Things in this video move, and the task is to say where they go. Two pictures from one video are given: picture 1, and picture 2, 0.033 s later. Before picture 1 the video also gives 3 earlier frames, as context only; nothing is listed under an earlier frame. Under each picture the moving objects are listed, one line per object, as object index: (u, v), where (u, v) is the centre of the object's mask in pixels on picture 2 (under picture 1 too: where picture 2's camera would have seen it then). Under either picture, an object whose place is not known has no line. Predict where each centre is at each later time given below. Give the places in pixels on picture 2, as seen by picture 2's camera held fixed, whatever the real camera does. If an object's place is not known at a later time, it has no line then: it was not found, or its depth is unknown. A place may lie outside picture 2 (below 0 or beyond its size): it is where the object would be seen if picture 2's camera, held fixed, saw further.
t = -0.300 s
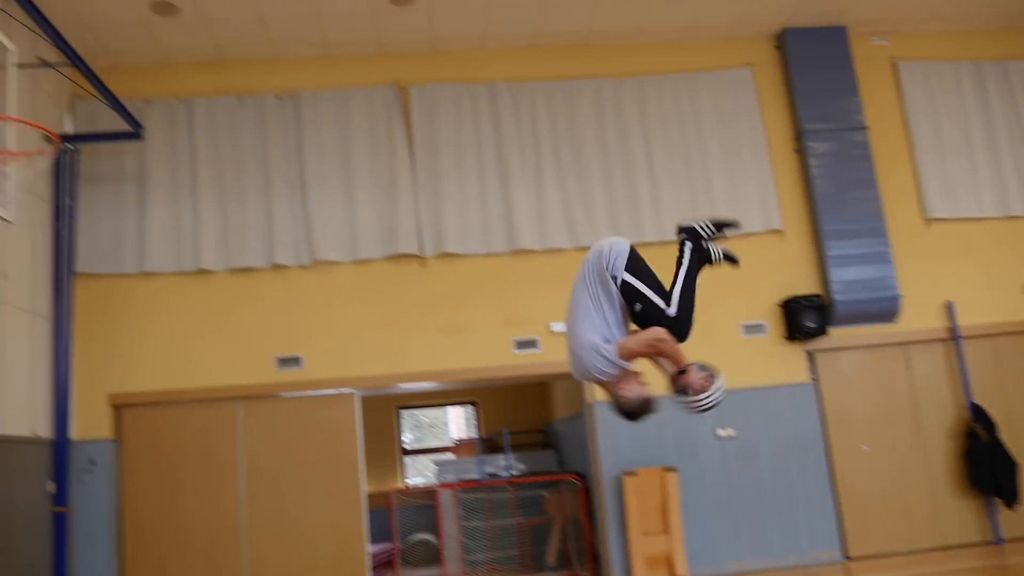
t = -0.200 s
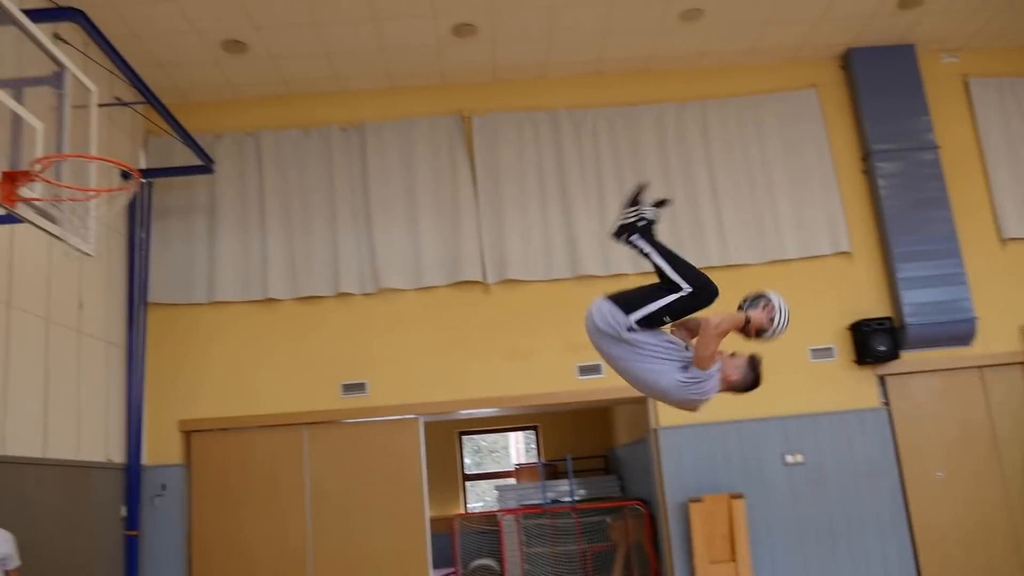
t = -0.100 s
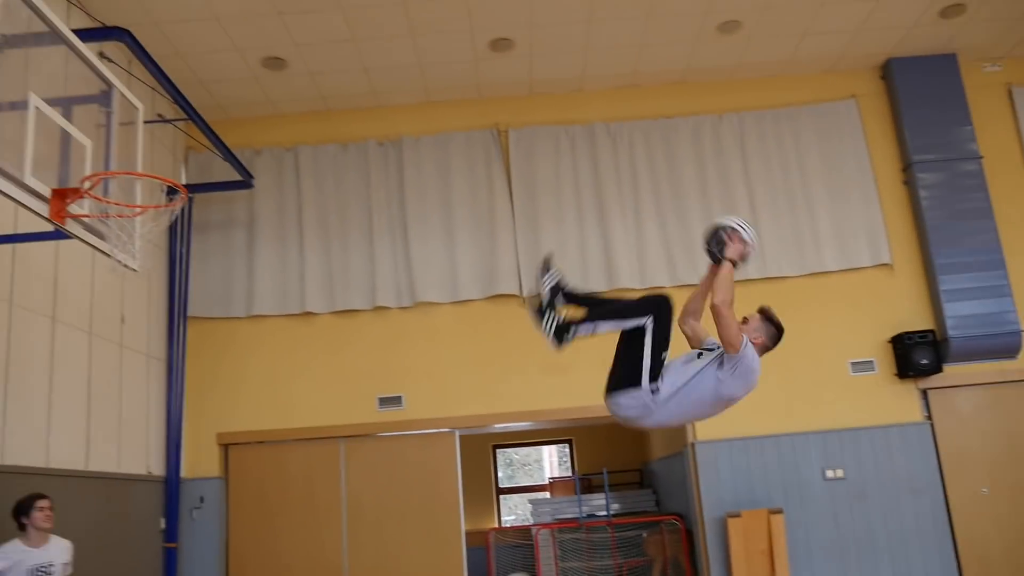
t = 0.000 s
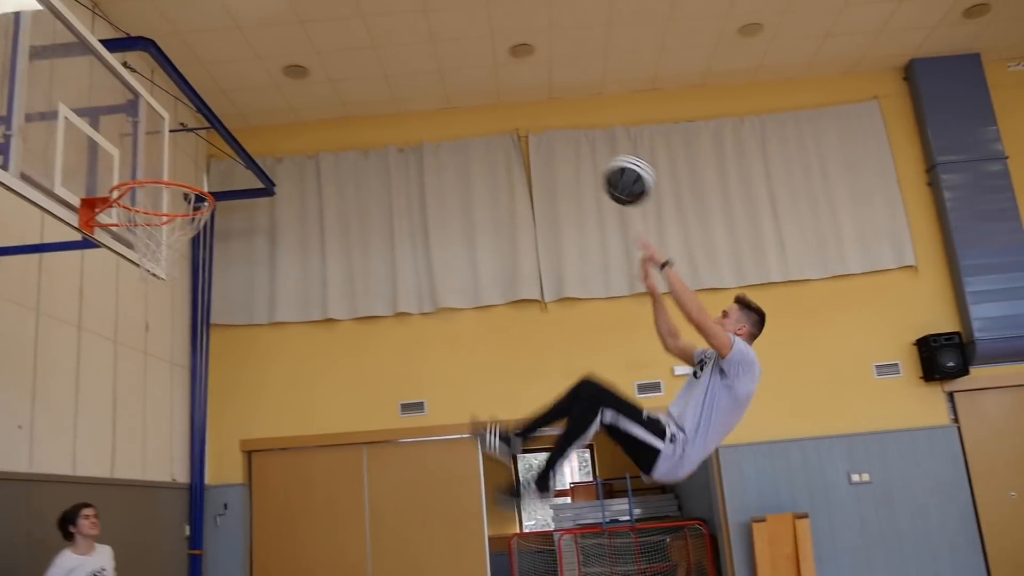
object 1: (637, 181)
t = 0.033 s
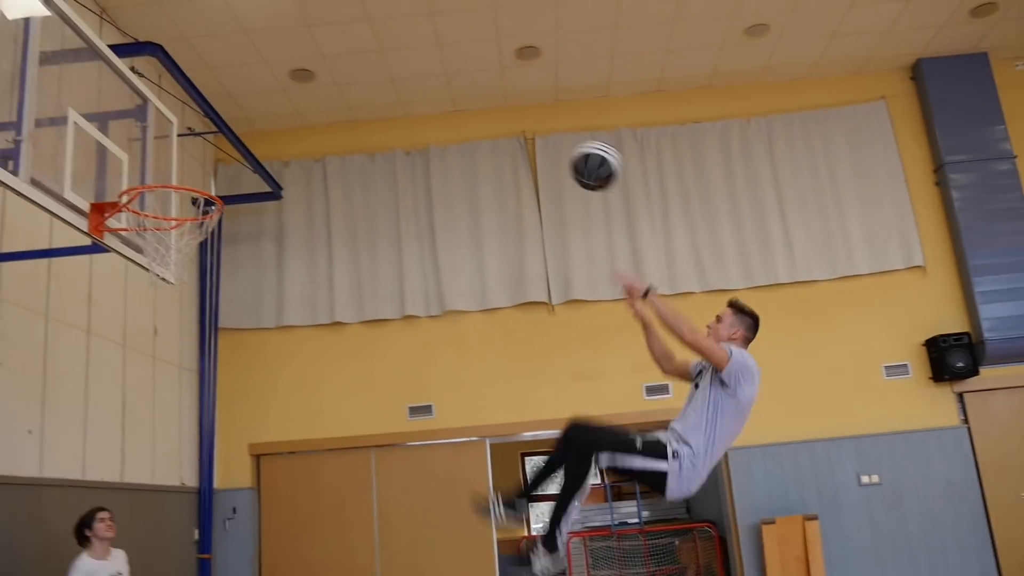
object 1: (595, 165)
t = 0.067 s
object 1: (554, 151)
